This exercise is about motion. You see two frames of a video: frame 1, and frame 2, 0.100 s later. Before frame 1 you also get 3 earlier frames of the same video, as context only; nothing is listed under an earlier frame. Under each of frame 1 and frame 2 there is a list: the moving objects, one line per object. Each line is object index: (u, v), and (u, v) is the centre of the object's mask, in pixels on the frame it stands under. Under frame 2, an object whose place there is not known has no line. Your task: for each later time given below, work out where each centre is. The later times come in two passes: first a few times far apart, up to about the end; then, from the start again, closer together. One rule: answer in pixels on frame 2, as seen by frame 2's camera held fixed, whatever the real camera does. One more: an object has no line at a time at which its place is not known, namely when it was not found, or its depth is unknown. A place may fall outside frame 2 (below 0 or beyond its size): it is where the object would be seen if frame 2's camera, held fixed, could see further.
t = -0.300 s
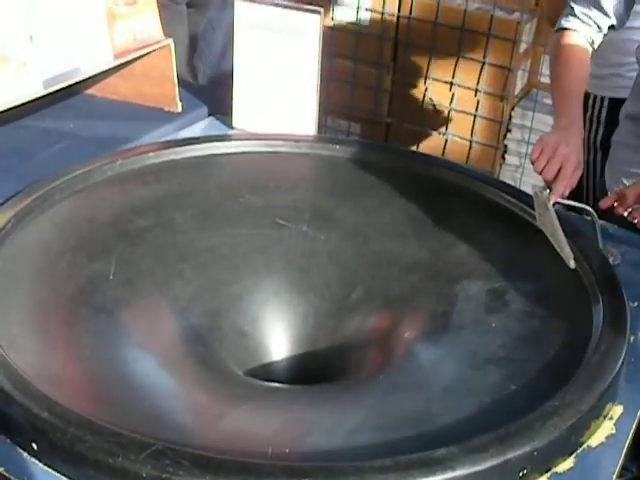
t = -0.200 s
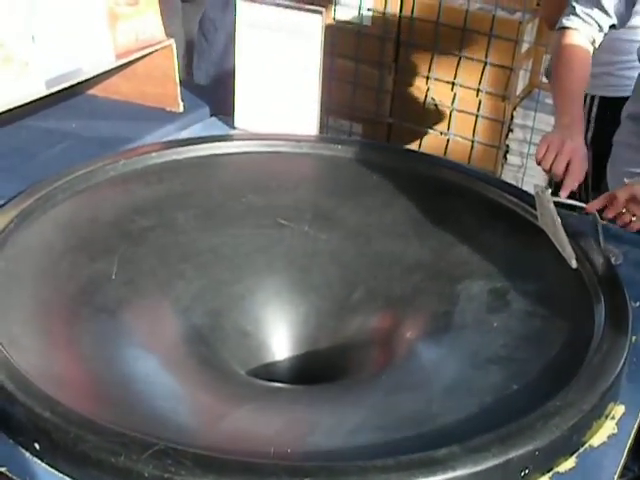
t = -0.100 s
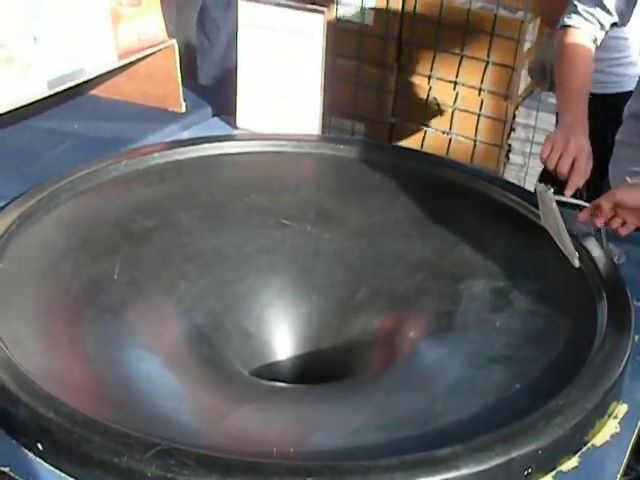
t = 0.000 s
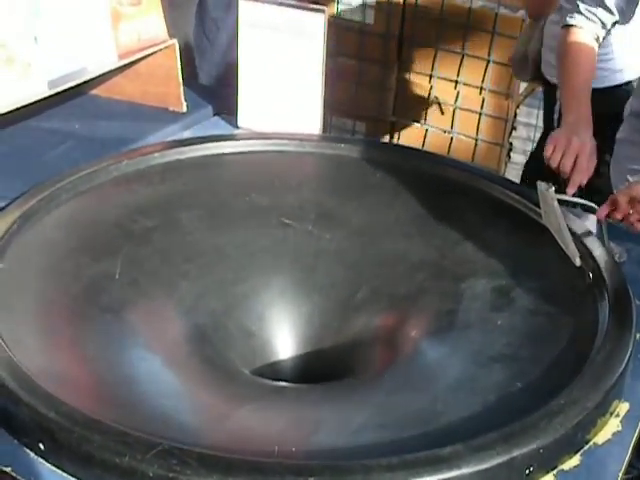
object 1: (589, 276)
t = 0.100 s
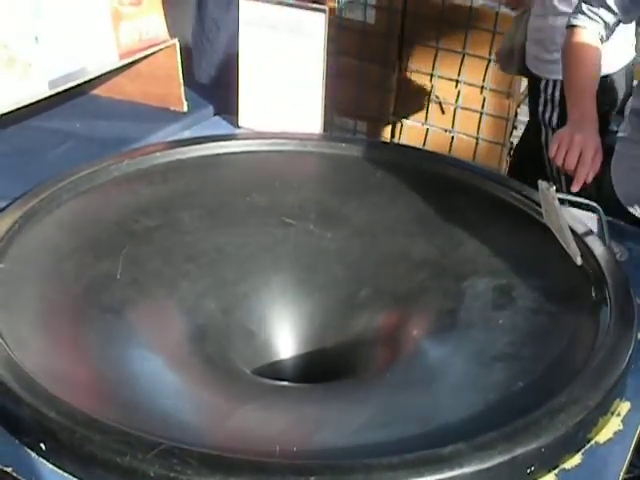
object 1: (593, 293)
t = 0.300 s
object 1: (577, 333)
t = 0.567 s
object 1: (489, 381)
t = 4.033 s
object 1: (282, 376)
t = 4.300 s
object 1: (302, 339)
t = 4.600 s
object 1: (285, 379)
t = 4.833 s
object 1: (318, 342)
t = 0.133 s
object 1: (594, 298)
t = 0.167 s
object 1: (592, 304)
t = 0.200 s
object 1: (590, 312)
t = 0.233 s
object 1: (587, 319)
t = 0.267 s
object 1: (582, 326)
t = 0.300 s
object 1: (577, 333)
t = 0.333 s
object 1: (570, 340)
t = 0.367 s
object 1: (562, 346)
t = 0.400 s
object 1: (553, 353)
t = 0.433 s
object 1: (543, 359)
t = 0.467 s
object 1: (531, 365)
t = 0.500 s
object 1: (519, 370)
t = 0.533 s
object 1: (505, 376)
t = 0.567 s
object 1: (489, 381)
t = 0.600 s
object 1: (474, 384)
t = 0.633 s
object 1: (456, 389)
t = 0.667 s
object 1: (438, 392)
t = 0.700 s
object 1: (419, 395)
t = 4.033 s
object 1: (282, 376)
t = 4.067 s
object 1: (268, 372)
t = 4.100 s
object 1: (257, 368)
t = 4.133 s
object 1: (251, 362)
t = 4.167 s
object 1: (252, 355)
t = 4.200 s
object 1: (257, 348)
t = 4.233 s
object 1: (267, 343)
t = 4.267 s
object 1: (280, 340)
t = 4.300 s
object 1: (302, 339)
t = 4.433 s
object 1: (345, 360)
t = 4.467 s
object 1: (341, 368)
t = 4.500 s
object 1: (332, 375)
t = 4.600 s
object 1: (285, 379)
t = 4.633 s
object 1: (272, 376)
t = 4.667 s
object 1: (263, 370)
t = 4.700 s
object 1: (263, 363)
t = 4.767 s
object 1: (281, 345)
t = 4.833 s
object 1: (318, 342)
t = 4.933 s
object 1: (340, 363)
